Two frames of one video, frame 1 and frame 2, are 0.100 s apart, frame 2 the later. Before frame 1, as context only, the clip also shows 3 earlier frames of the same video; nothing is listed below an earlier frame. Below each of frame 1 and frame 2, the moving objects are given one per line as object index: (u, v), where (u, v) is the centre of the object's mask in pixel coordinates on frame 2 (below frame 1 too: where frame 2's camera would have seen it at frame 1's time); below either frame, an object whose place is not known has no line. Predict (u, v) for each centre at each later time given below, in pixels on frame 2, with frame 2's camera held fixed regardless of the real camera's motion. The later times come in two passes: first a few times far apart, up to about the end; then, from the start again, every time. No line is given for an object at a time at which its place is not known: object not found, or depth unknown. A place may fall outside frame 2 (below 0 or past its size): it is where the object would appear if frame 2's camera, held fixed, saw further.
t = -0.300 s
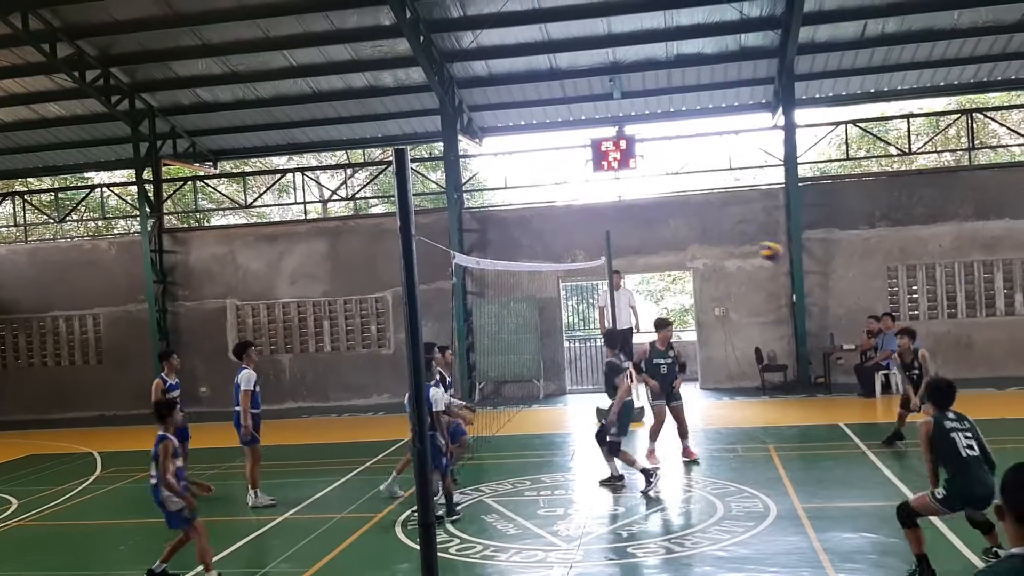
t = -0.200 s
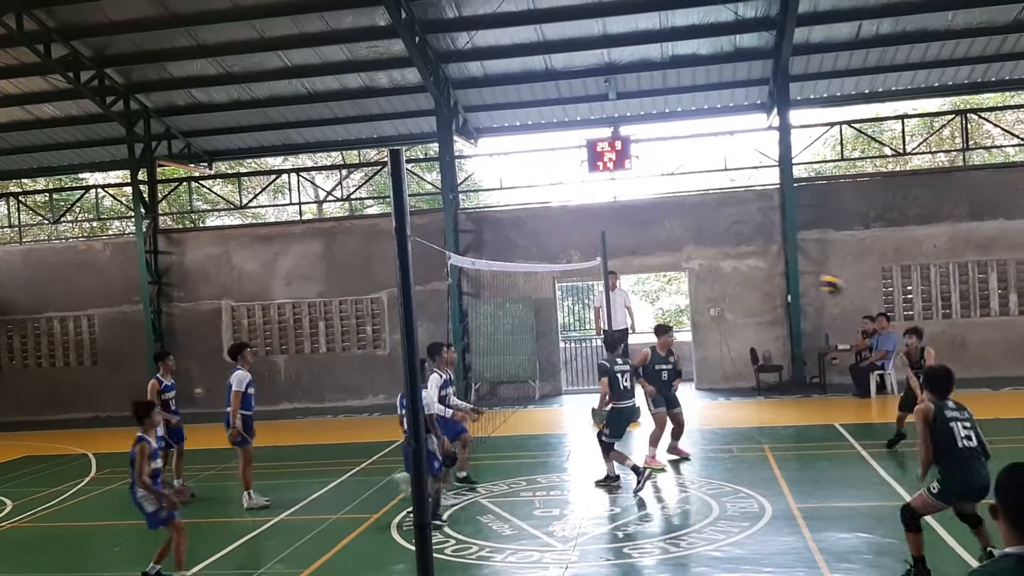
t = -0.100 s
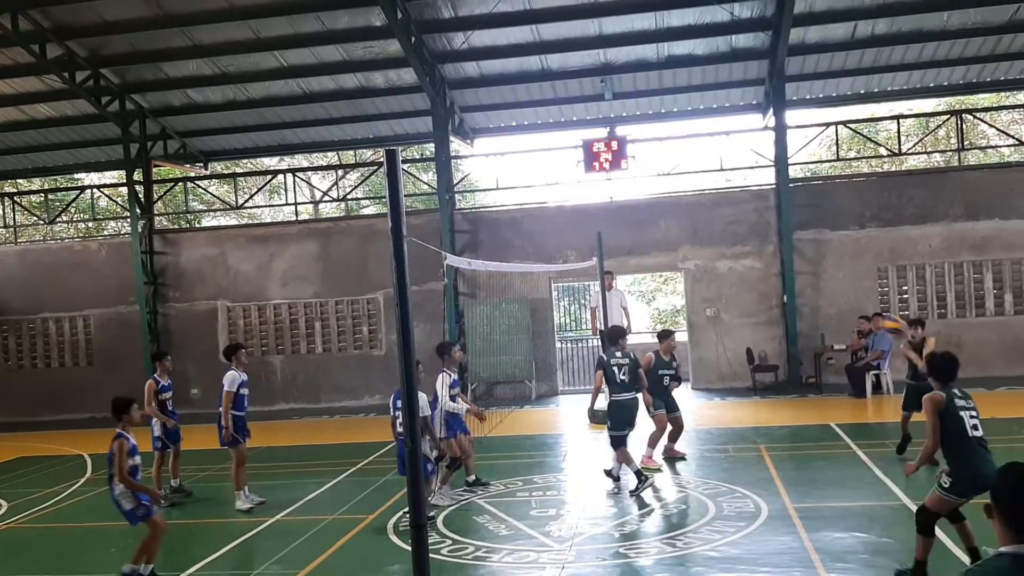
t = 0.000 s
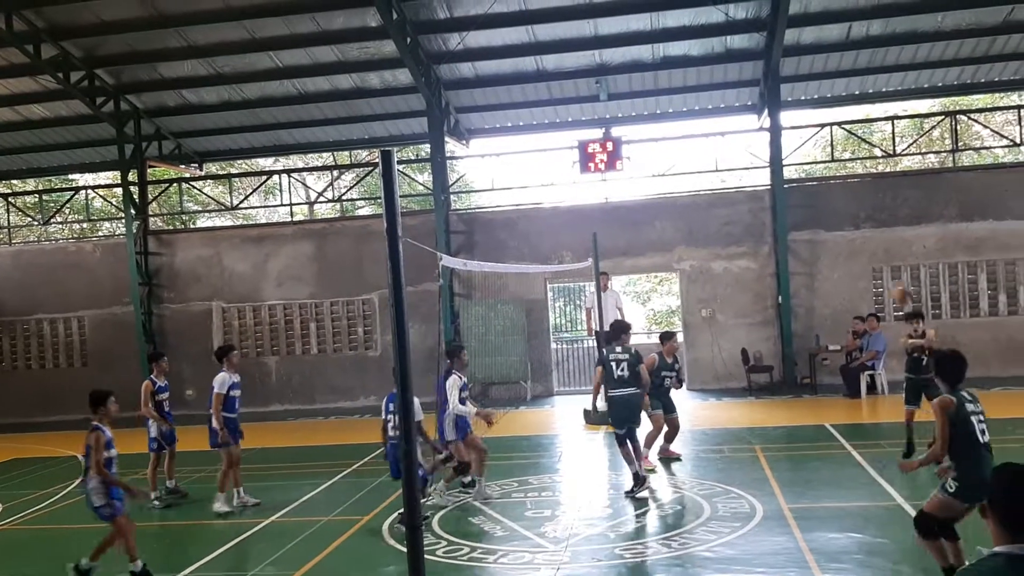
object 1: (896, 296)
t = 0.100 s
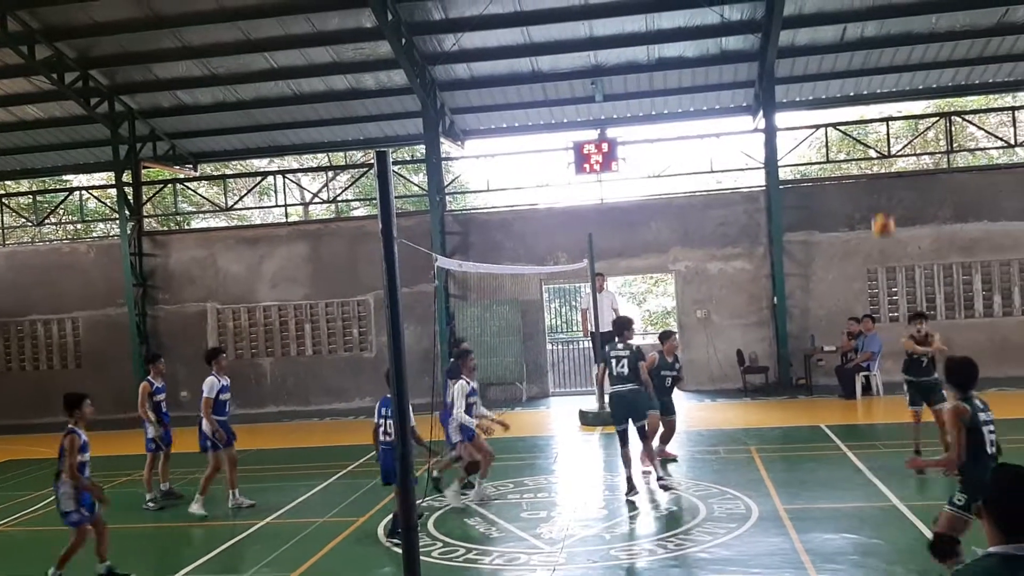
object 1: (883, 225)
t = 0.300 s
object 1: (859, 120)
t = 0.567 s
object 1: (830, 32)
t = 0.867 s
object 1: (801, 17)
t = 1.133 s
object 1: (778, 88)
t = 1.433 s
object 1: (758, 274)
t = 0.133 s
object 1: (879, 205)
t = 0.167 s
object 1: (875, 187)
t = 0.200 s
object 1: (872, 169)
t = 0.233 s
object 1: (866, 151)
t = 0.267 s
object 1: (862, 135)
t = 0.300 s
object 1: (859, 120)
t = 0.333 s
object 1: (854, 103)
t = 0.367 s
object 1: (852, 93)
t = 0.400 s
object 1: (847, 79)
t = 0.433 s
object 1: (844, 67)
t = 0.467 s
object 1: (840, 56)
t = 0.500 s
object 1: (837, 47)
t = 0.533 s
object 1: (834, 38)
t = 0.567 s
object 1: (830, 32)
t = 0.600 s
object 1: (826, 26)
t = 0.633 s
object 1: (823, 20)
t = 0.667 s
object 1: (820, 17)
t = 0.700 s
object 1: (817, 14)
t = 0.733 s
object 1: (814, 12)
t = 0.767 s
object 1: (809, 11)
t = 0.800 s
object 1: (807, 12)
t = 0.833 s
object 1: (804, 14)
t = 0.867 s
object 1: (801, 17)
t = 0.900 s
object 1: (798, 21)
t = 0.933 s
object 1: (795, 26)
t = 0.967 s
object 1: (792, 33)
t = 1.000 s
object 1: (789, 44)
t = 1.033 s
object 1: (787, 51)
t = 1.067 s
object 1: (784, 62)
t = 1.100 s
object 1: (782, 74)
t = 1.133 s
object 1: (778, 88)
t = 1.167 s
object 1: (777, 101)
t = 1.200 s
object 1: (775, 117)
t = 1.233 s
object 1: (772, 136)
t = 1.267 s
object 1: (771, 154)
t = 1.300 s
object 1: (766, 175)
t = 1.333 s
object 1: (766, 196)
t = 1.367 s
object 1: (763, 220)
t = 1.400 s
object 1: (759, 244)
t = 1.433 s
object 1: (758, 274)
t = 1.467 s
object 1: (756, 297)
